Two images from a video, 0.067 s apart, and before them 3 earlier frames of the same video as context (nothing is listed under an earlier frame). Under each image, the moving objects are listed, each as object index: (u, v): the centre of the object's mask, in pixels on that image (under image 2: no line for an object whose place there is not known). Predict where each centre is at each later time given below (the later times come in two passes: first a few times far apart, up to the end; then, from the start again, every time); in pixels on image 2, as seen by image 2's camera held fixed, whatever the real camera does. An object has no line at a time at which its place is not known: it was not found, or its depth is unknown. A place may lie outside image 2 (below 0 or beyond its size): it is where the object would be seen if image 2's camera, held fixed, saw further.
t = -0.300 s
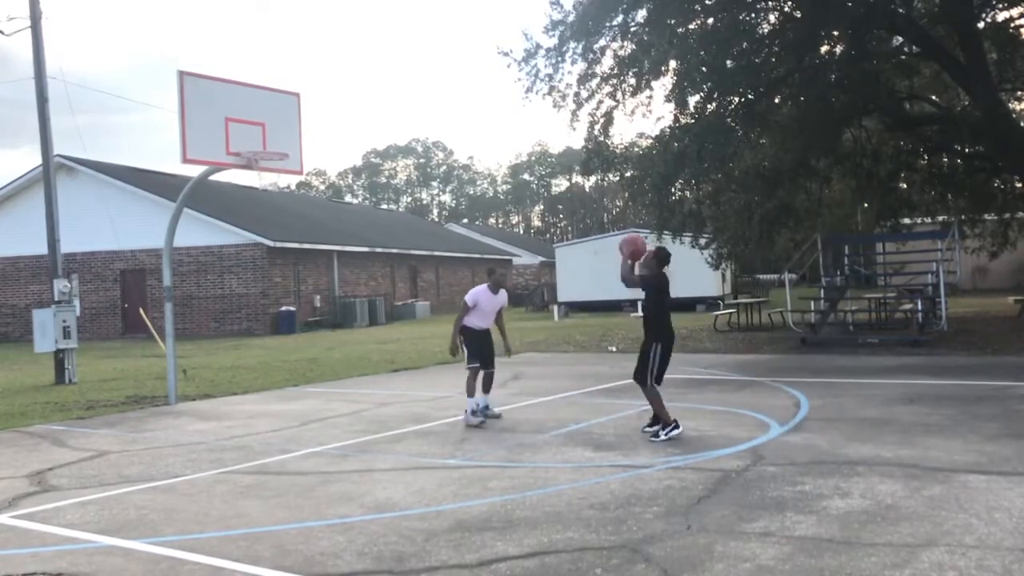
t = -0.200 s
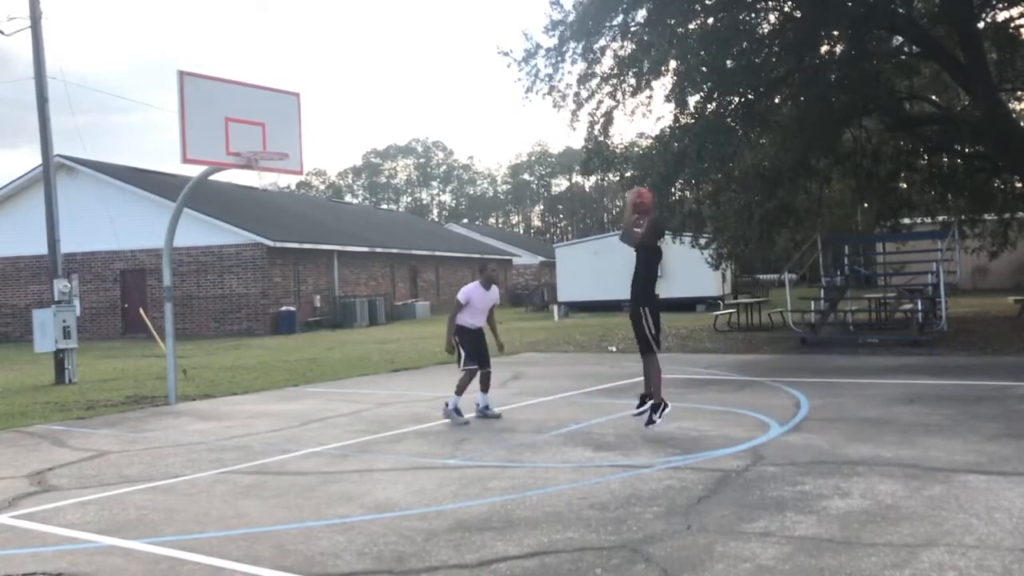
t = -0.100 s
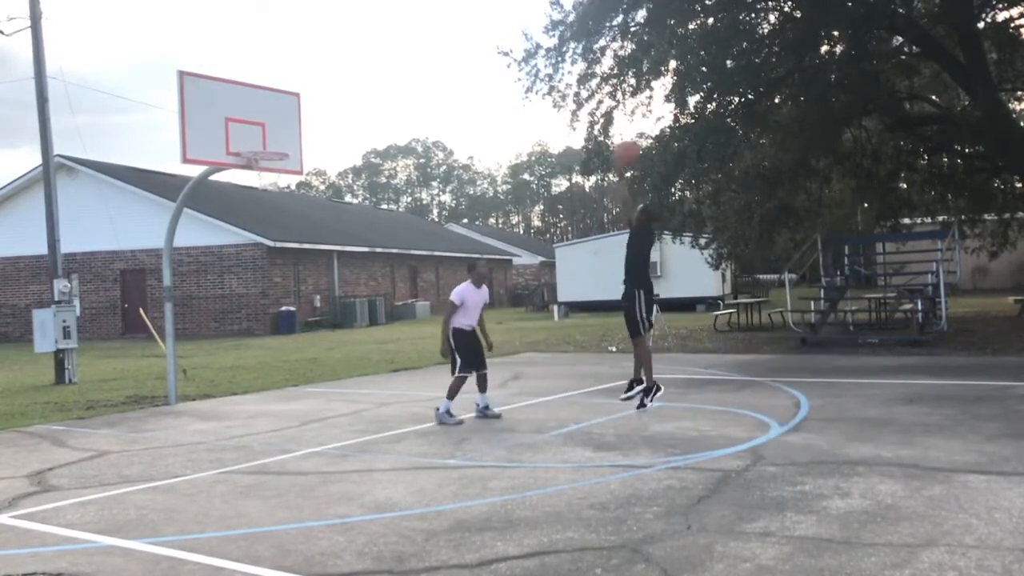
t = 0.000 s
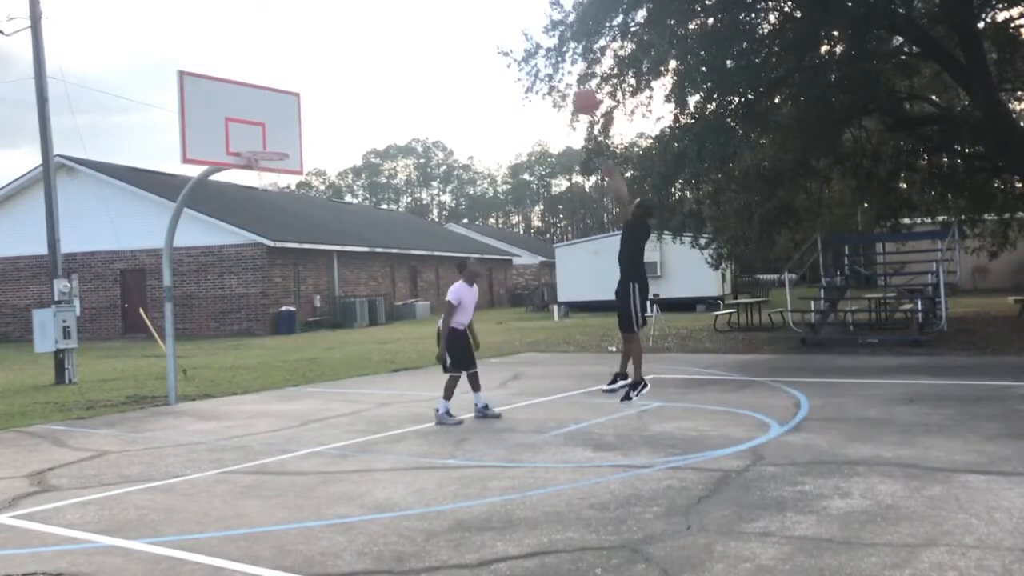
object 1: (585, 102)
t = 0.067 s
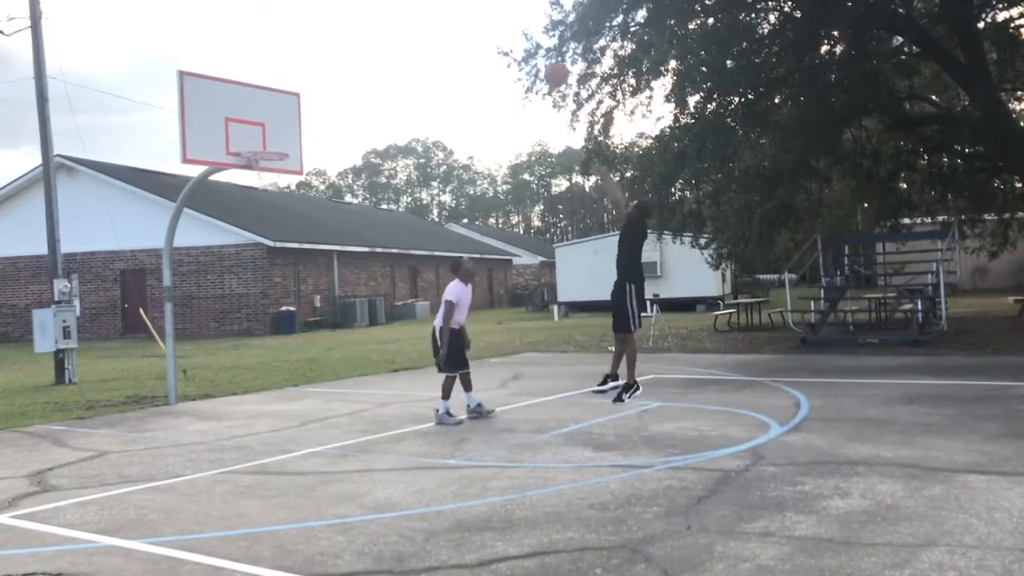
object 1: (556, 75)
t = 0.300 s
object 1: (468, 19)
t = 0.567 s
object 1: (383, 25)
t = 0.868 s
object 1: (303, 104)
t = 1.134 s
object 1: (306, 118)
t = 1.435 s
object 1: (365, 120)
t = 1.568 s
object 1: (396, 149)
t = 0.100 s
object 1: (544, 62)
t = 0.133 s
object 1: (529, 52)
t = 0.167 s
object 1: (517, 43)
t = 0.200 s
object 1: (504, 35)
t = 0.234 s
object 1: (492, 29)
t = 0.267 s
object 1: (480, 23)
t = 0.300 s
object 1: (468, 19)
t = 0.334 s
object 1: (456, 16)
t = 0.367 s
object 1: (445, 14)
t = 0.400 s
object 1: (434, 14)
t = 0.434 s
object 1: (423, 14)
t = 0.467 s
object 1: (413, 15)
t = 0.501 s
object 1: (403, 18)
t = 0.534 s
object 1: (392, 21)
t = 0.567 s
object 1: (383, 25)
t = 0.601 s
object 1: (373, 31)
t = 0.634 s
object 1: (364, 37)
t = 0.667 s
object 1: (354, 44)
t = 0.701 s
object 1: (345, 52)
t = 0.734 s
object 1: (337, 61)
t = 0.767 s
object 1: (328, 70)
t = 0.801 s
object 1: (320, 80)
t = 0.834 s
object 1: (312, 91)
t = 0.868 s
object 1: (303, 104)
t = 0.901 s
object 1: (296, 116)
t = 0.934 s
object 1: (289, 129)
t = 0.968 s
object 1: (281, 144)
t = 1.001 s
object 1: (284, 141)
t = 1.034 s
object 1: (289, 134)
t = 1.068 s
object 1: (294, 128)
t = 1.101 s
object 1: (300, 123)
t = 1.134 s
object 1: (306, 118)
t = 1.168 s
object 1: (312, 114)
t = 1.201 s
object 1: (318, 111)
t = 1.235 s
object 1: (324, 109)
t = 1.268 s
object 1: (331, 109)
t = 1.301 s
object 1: (337, 109)
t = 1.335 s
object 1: (344, 110)
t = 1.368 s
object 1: (351, 112)
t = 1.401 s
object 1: (358, 116)
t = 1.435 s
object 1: (365, 120)
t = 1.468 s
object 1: (372, 126)
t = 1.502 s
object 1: (380, 132)
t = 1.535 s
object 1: (387, 140)
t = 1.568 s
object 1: (396, 149)
